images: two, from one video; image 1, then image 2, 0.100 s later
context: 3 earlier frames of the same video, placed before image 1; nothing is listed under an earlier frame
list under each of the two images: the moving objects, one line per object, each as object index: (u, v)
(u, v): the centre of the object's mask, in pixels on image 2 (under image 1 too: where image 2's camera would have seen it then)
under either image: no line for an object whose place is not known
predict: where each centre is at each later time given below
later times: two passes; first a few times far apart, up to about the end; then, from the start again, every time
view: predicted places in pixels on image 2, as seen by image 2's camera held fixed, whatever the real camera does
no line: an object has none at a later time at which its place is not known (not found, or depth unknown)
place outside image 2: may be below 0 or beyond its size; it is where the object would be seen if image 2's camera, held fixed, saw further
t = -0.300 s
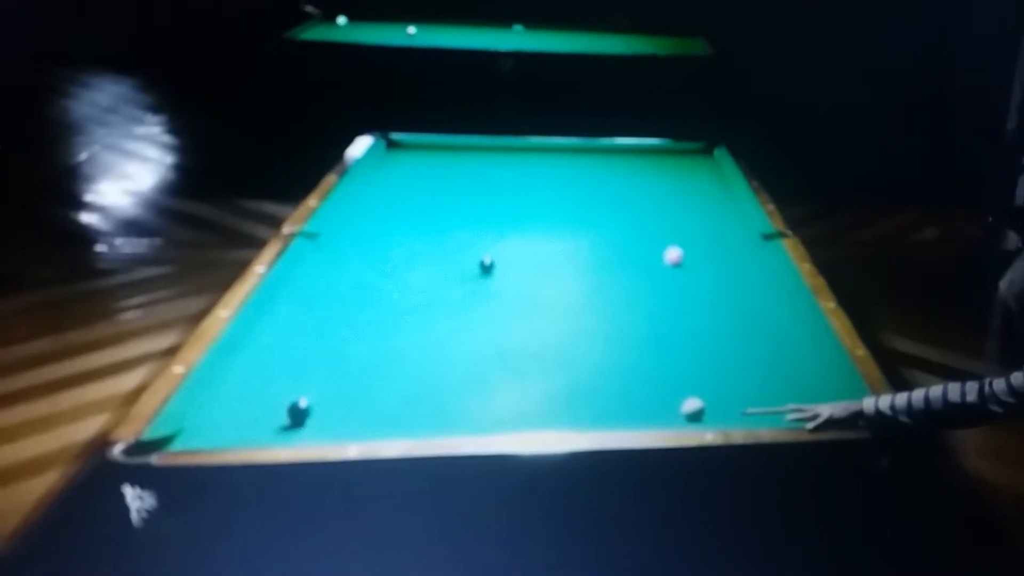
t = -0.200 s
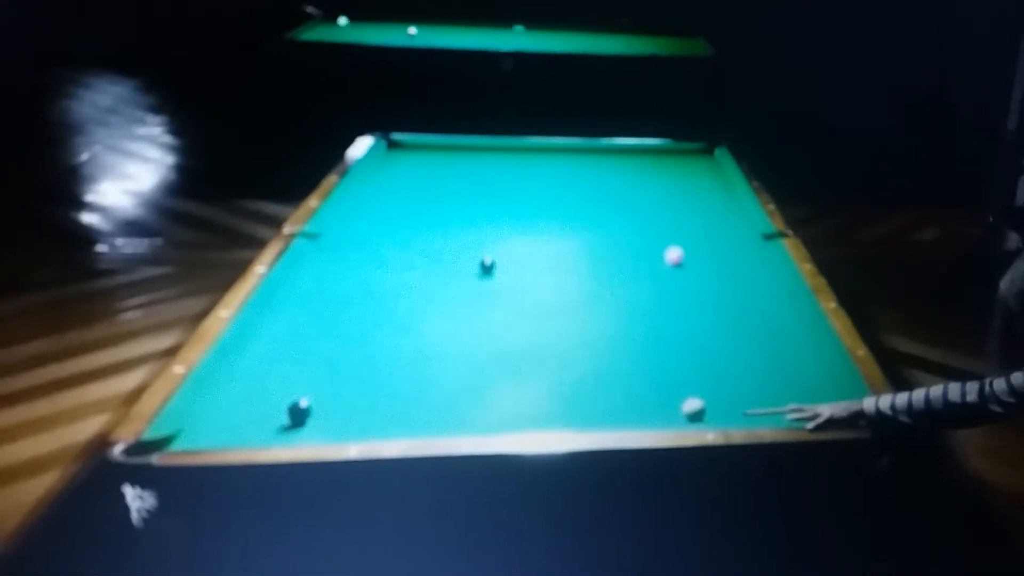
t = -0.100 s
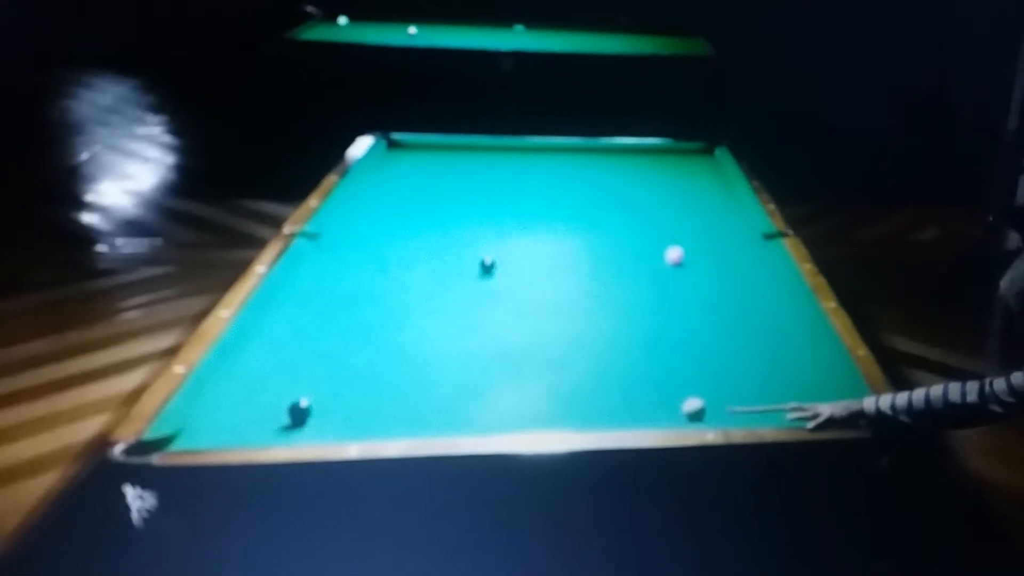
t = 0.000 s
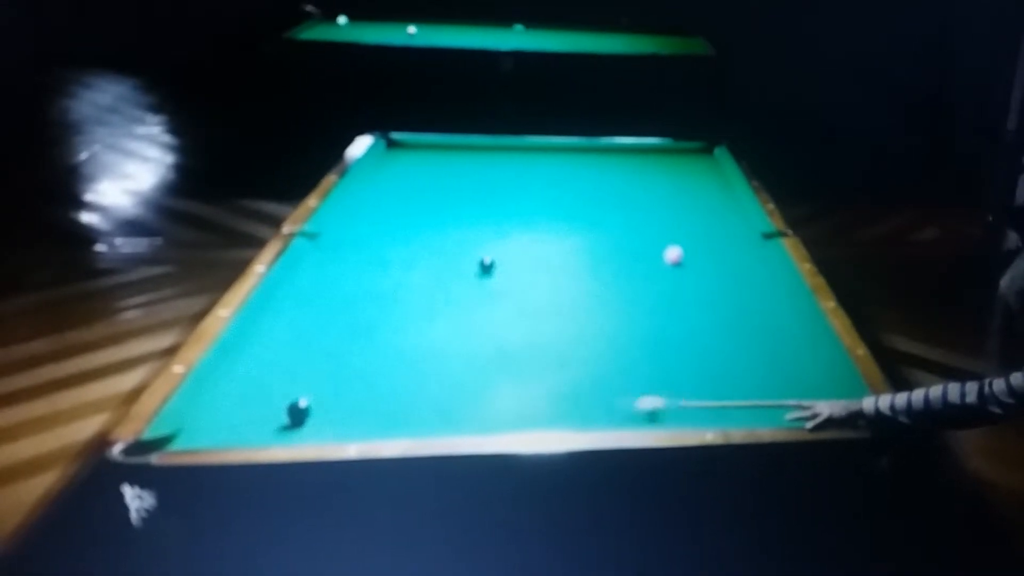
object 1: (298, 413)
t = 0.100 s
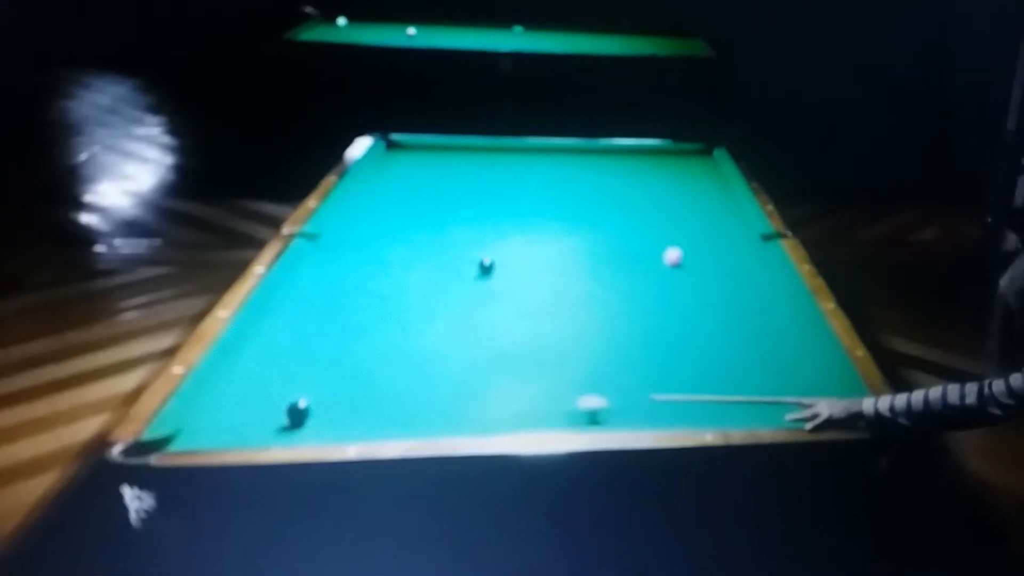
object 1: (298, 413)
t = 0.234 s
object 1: (298, 413)
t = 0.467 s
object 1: (298, 412)
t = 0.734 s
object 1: (264, 422)
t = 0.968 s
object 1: (214, 432)
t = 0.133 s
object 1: (298, 413)
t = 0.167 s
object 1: (298, 413)
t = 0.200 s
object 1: (298, 413)
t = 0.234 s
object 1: (298, 413)
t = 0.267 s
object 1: (298, 413)
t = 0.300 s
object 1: (298, 412)
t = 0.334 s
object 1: (297, 412)
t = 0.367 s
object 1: (298, 413)
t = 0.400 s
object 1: (298, 412)
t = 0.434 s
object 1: (298, 413)
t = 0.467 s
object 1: (298, 412)
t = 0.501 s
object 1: (297, 412)
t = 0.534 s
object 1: (297, 412)
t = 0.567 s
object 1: (297, 412)
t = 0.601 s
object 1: (298, 412)
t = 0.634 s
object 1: (292, 414)
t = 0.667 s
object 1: (284, 415)
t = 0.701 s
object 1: (273, 420)
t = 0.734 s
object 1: (264, 422)
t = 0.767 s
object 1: (258, 423)
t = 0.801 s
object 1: (251, 425)
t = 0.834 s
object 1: (244, 426)
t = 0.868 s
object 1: (237, 427)
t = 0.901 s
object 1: (229, 429)
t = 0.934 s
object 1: (222, 431)
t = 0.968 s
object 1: (214, 432)
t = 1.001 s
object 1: (207, 433)
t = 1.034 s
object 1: (200, 435)
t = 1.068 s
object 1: (193, 436)
